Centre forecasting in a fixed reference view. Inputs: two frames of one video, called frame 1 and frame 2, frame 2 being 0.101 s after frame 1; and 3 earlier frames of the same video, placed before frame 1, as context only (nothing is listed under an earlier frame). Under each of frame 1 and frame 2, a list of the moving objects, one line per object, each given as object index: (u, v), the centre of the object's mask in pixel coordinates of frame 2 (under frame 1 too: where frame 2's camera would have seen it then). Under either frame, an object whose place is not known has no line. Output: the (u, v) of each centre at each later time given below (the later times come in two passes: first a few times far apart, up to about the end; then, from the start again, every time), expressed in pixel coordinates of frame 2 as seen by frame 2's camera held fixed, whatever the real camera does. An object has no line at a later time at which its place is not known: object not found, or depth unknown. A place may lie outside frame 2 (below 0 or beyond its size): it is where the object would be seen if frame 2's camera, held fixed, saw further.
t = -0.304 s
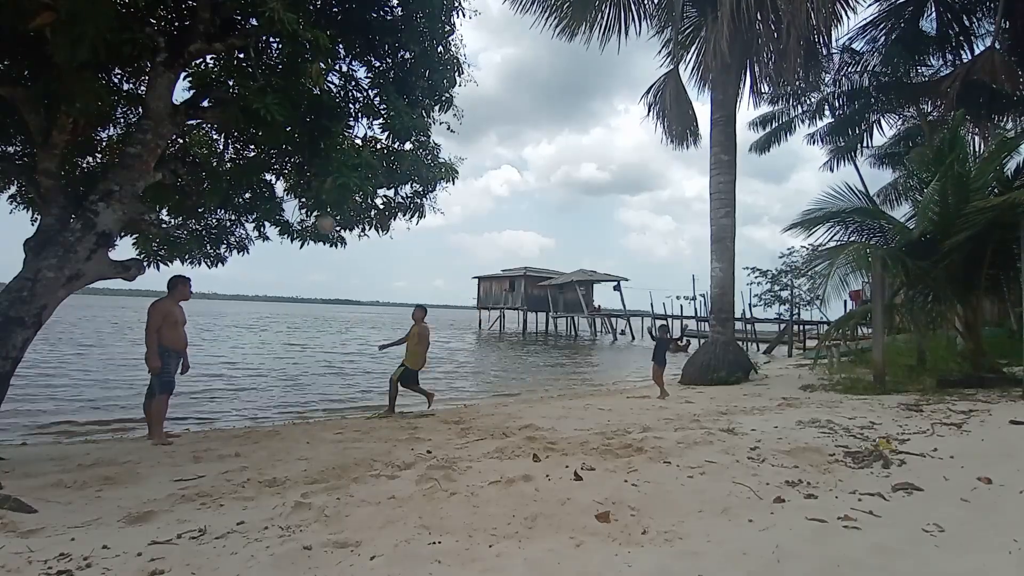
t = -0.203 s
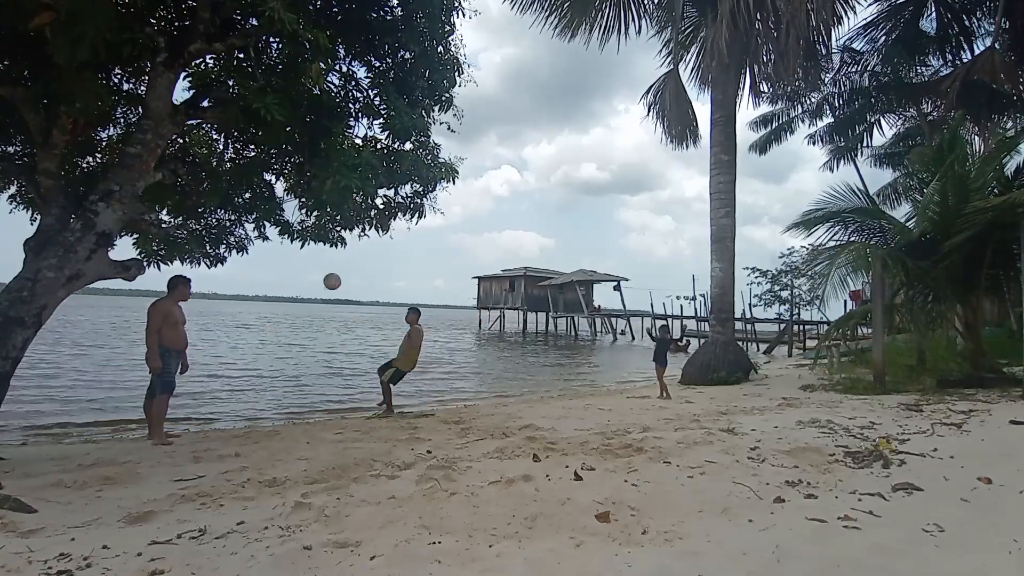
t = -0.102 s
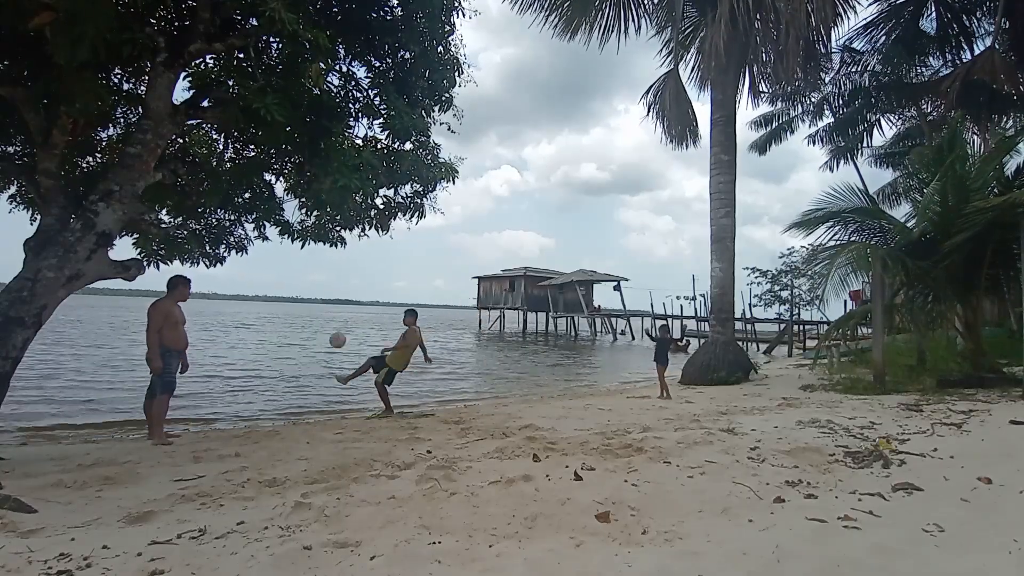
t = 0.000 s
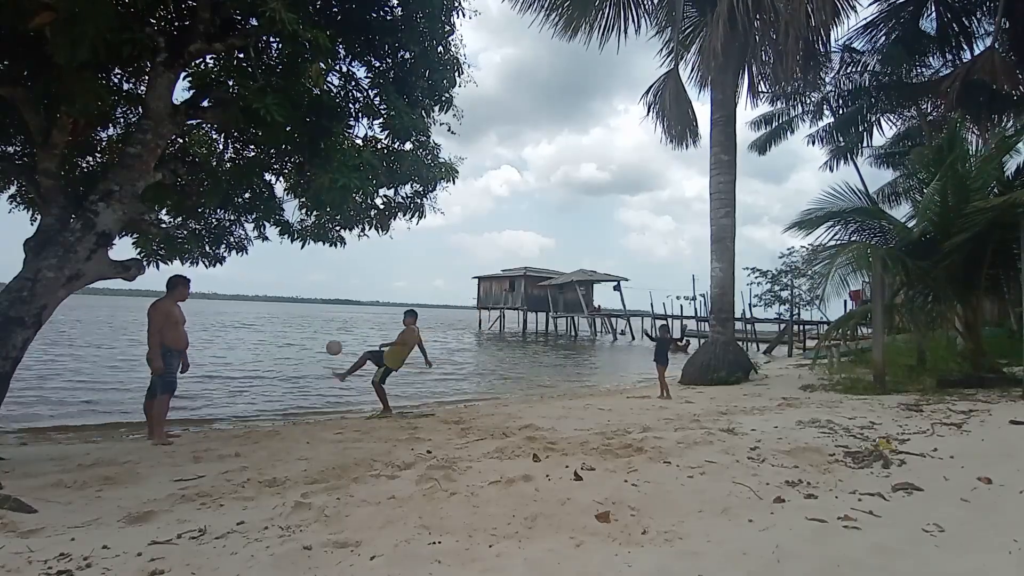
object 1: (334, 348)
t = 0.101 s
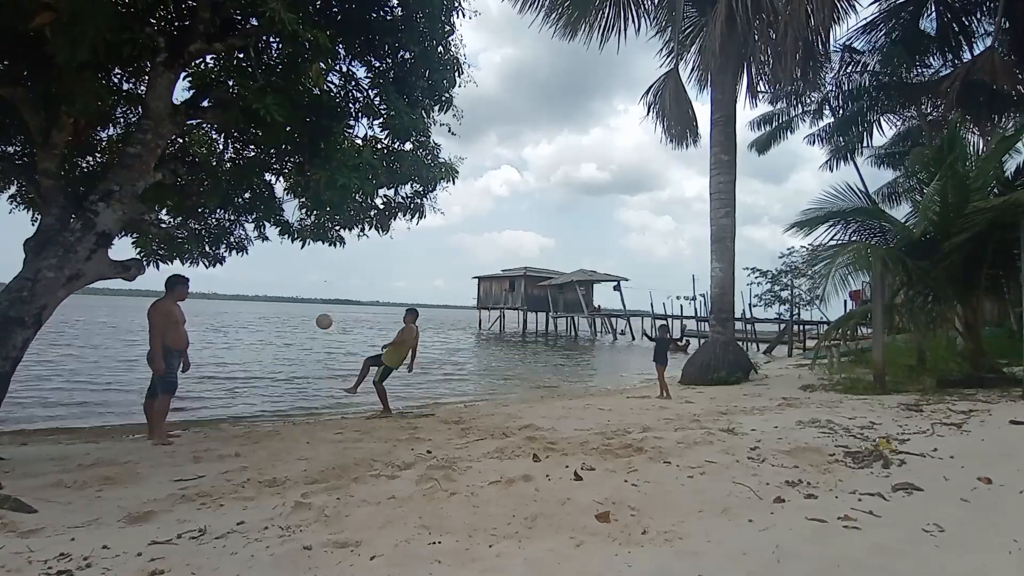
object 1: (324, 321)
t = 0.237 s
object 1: (309, 297)
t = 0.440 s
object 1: (284, 284)
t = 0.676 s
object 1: (248, 313)
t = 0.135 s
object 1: (321, 314)
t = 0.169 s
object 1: (317, 307)
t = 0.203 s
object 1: (314, 302)
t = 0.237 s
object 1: (309, 297)
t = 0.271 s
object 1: (306, 292)
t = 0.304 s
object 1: (302, 289)
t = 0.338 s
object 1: (297, 287)
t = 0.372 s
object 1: (293, 285)
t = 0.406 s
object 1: (289, 284)
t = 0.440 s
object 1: (284, 284)
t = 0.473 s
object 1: (279, 285)
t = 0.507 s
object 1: (274, 288)
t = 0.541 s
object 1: (269, 290)
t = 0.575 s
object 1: (264, 294)
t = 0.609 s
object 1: (259, 300)
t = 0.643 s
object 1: (254, 306)
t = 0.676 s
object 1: (248, 313)
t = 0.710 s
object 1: (242, 321)
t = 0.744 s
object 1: (236, 331)
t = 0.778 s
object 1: (230, 341)
